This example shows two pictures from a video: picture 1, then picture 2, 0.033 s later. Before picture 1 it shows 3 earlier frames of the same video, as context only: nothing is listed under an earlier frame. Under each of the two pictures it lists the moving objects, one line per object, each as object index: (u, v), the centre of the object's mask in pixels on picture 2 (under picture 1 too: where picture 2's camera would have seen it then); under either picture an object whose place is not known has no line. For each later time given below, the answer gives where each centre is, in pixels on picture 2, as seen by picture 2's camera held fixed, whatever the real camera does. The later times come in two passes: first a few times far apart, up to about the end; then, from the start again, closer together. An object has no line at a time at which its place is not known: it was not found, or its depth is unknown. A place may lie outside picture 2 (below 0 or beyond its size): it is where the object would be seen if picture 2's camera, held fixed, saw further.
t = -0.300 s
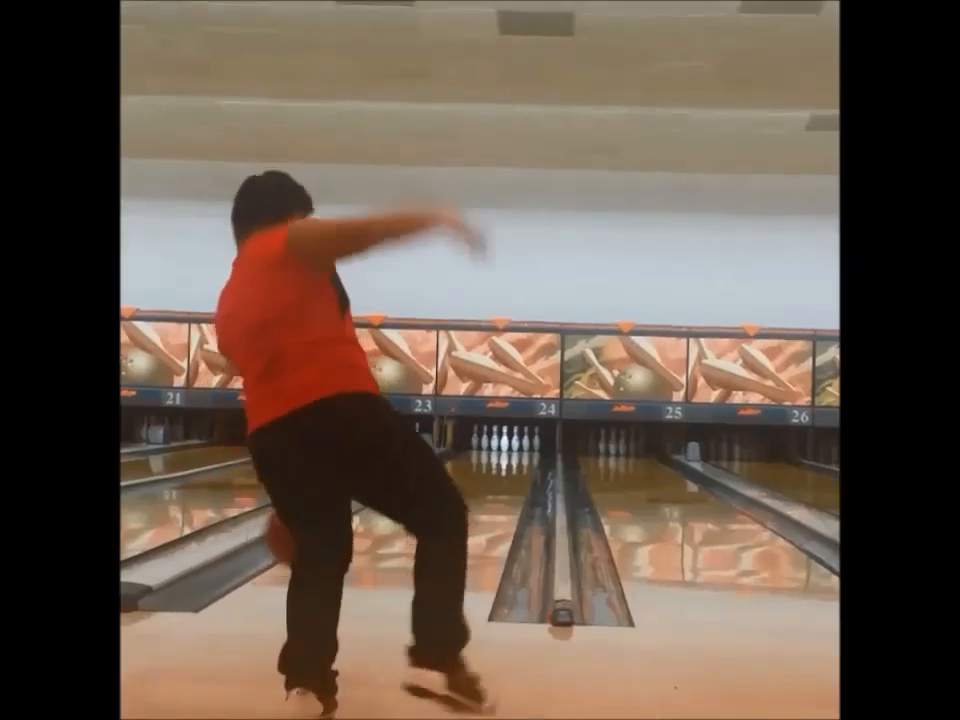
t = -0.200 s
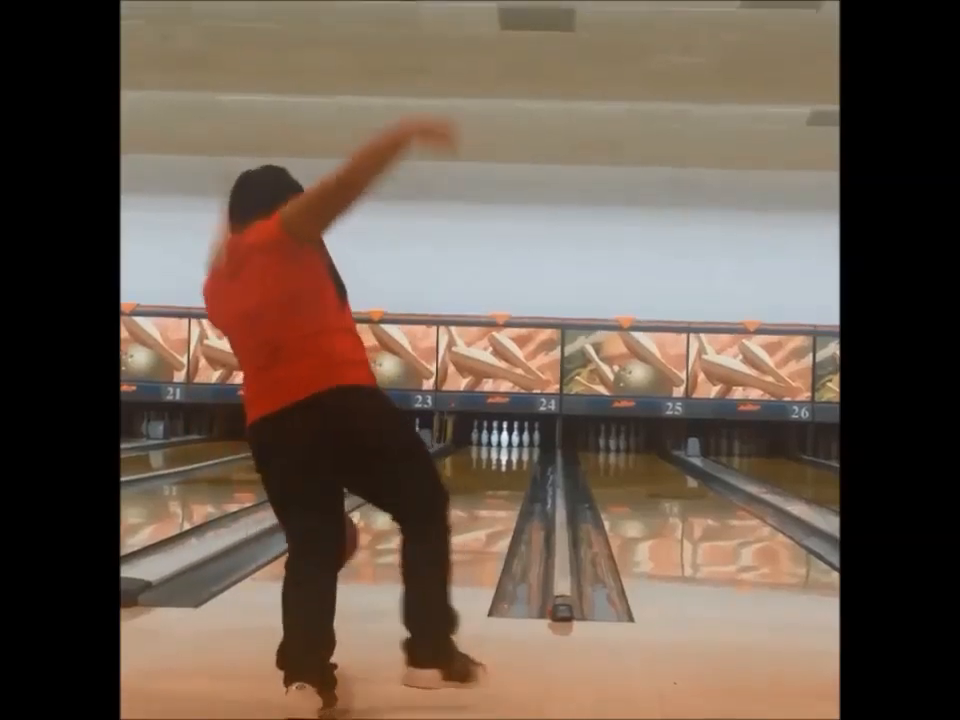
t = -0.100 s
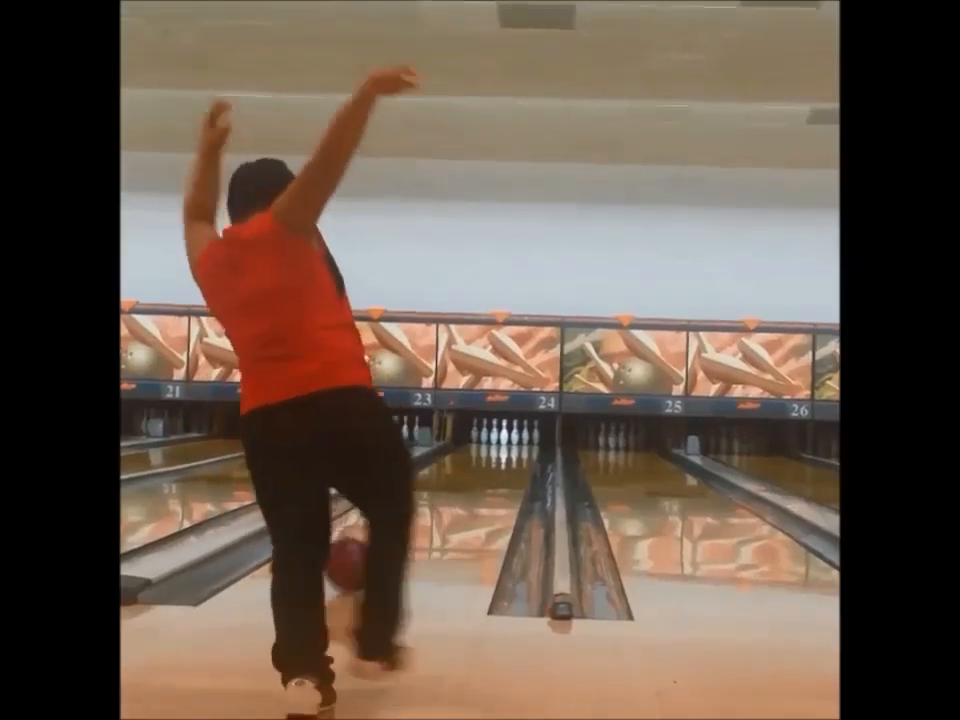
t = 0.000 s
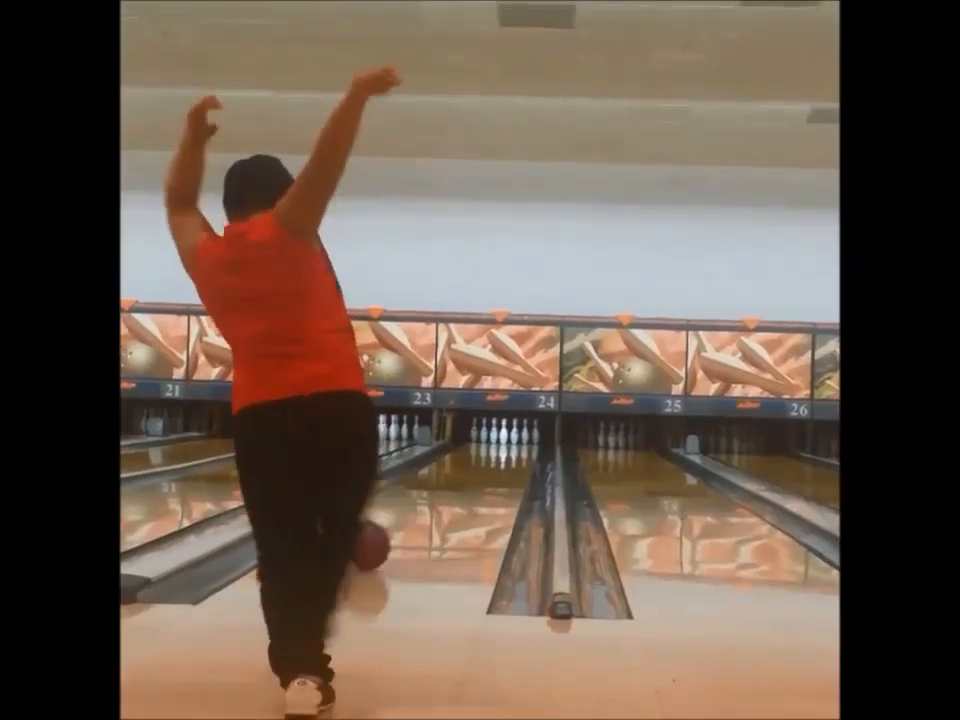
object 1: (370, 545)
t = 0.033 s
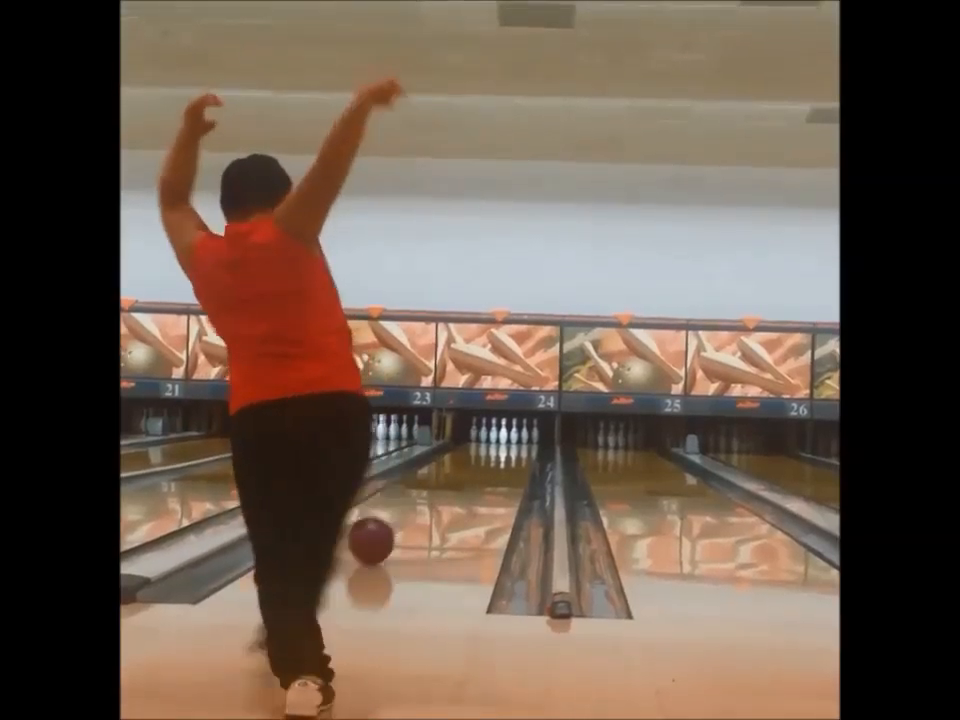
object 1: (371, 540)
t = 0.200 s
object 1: (392, 518)
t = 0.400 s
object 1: (411, 500)
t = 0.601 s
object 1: (426, 485)
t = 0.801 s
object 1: (439, 476)
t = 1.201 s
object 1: (456, 460)
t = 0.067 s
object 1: (375, 535)
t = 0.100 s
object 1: (380, 531)
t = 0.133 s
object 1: (384, 526)
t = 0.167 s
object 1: (388, 522)
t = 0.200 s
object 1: (392, 518)
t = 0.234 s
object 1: (396, 514)
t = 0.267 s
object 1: (399, 511)
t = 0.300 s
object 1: (402, 508)
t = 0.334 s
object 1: (406, 505)
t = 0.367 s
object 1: (408, 503)
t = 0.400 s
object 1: (411, 500)
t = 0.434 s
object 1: (414, 497)
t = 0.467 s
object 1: (417, 494)
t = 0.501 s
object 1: (420, 492)
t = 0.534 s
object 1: (422, 490)
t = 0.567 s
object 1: (424, 487)
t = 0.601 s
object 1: (426, 485)
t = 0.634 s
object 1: (429, 483)
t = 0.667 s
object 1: (430, 482)
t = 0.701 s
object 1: (433, 479)
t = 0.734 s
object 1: (435, 478)
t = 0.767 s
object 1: (437, 477)
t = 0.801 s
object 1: (439, 476)
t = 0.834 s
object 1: (441, 474)
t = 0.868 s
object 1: (442, 473)
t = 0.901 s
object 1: (444, 471)
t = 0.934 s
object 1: (446, 470)
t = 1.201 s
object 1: (456, 460)
